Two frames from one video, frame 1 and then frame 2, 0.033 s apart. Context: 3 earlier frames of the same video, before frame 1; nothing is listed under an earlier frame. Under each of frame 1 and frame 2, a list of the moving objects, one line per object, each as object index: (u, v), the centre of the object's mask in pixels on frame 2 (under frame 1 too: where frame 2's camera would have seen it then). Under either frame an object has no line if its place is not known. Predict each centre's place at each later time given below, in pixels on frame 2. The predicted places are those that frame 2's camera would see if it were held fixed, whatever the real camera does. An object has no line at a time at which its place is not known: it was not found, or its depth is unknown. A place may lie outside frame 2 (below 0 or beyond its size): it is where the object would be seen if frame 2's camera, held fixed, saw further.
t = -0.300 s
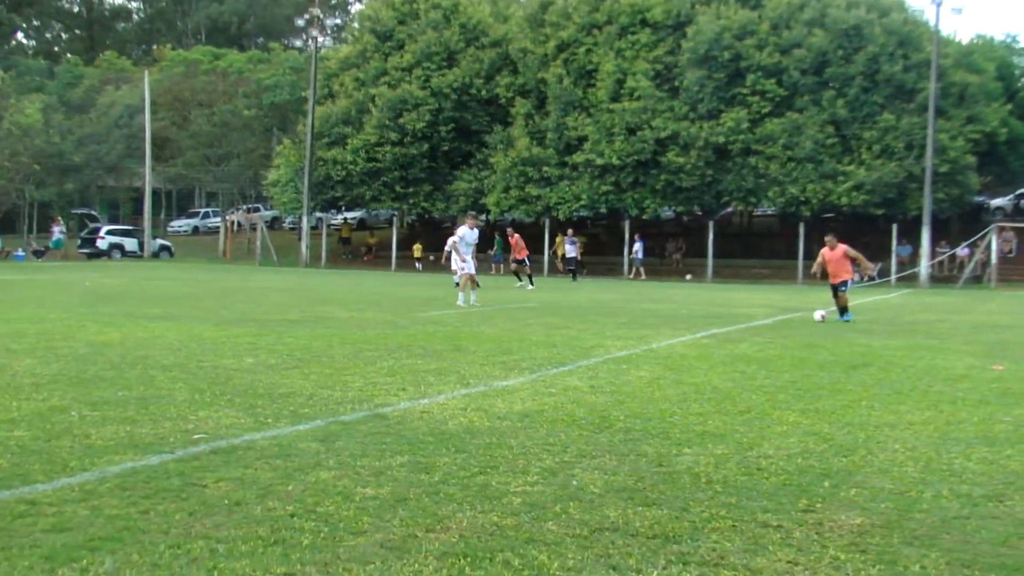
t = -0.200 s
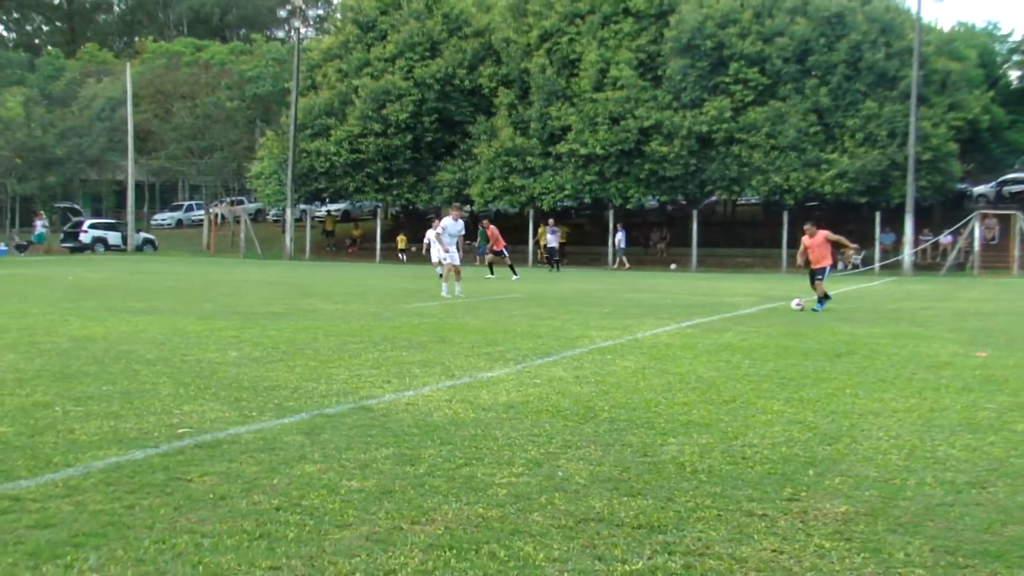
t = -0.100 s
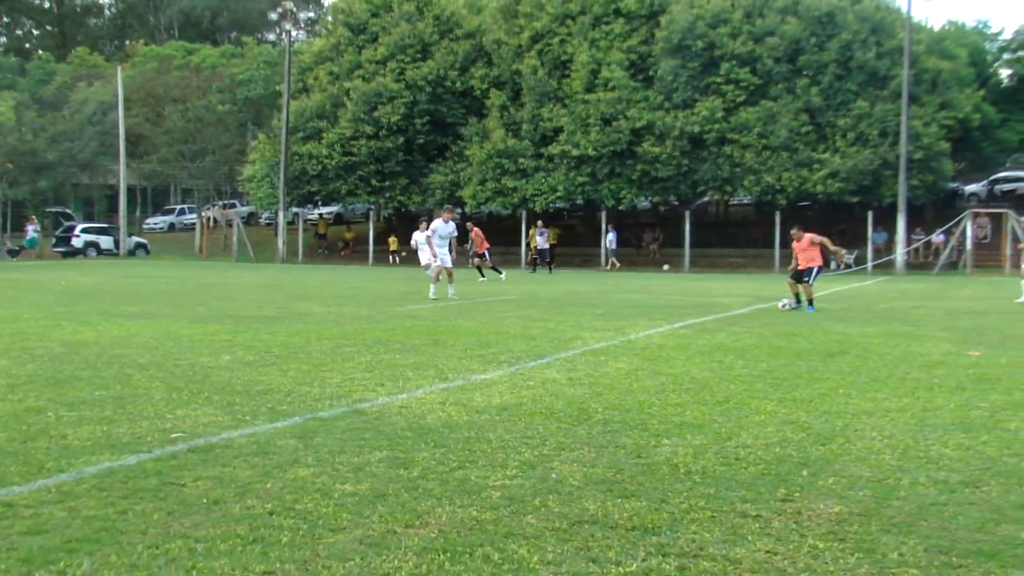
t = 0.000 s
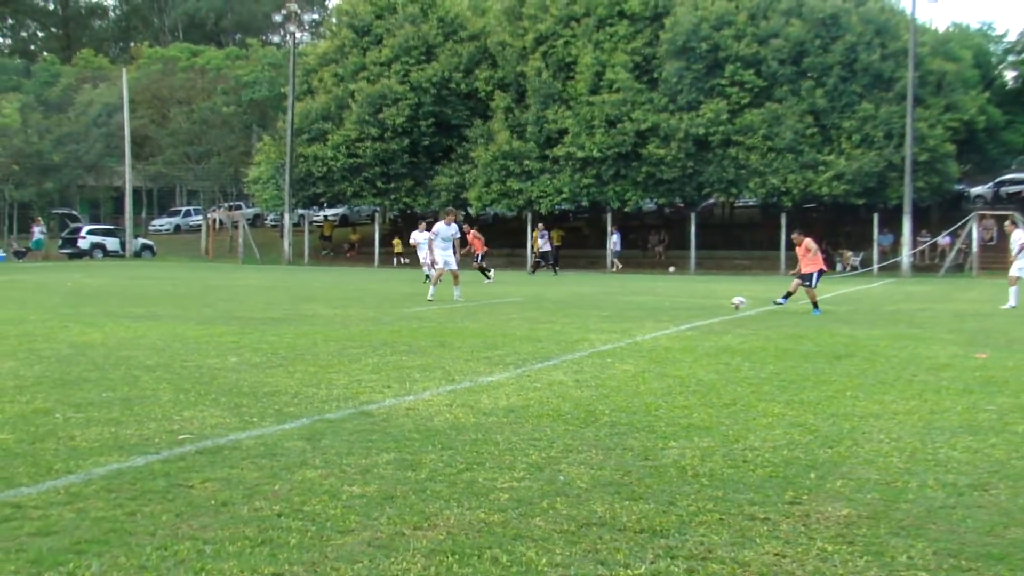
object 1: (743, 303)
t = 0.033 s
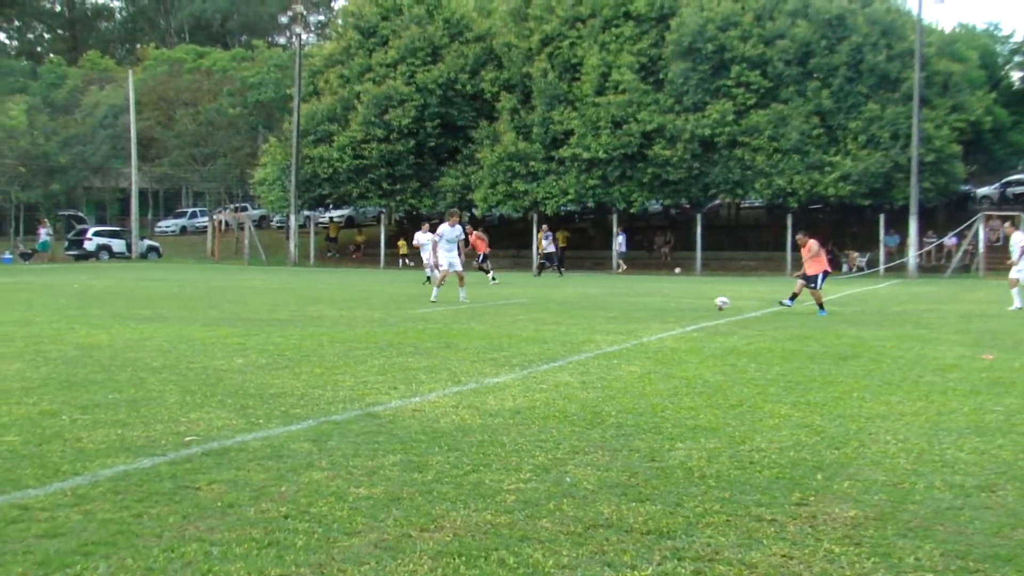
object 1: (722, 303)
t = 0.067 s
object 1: (700, 303)
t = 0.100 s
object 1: (678, 304)
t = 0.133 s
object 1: (657, 307)
